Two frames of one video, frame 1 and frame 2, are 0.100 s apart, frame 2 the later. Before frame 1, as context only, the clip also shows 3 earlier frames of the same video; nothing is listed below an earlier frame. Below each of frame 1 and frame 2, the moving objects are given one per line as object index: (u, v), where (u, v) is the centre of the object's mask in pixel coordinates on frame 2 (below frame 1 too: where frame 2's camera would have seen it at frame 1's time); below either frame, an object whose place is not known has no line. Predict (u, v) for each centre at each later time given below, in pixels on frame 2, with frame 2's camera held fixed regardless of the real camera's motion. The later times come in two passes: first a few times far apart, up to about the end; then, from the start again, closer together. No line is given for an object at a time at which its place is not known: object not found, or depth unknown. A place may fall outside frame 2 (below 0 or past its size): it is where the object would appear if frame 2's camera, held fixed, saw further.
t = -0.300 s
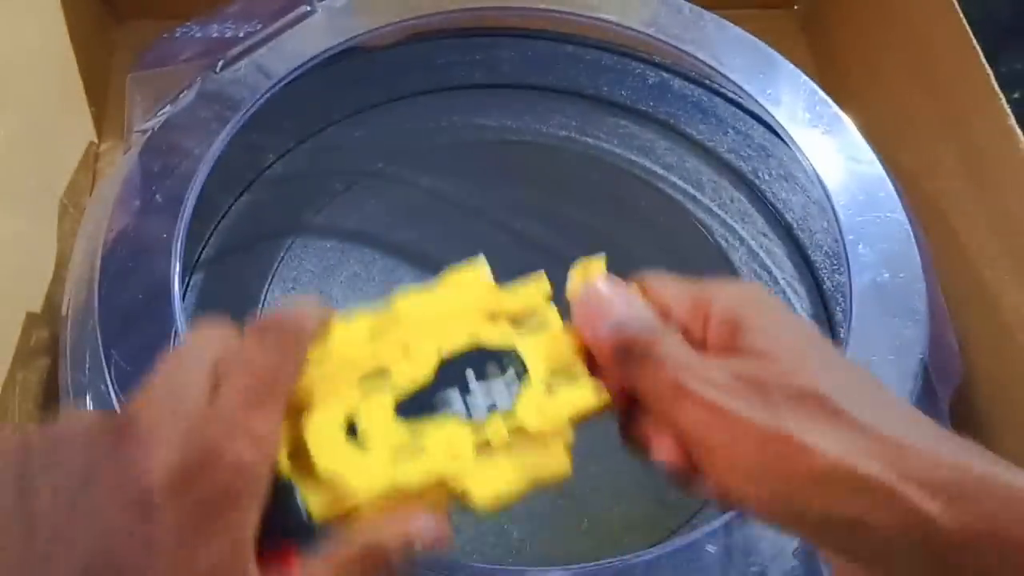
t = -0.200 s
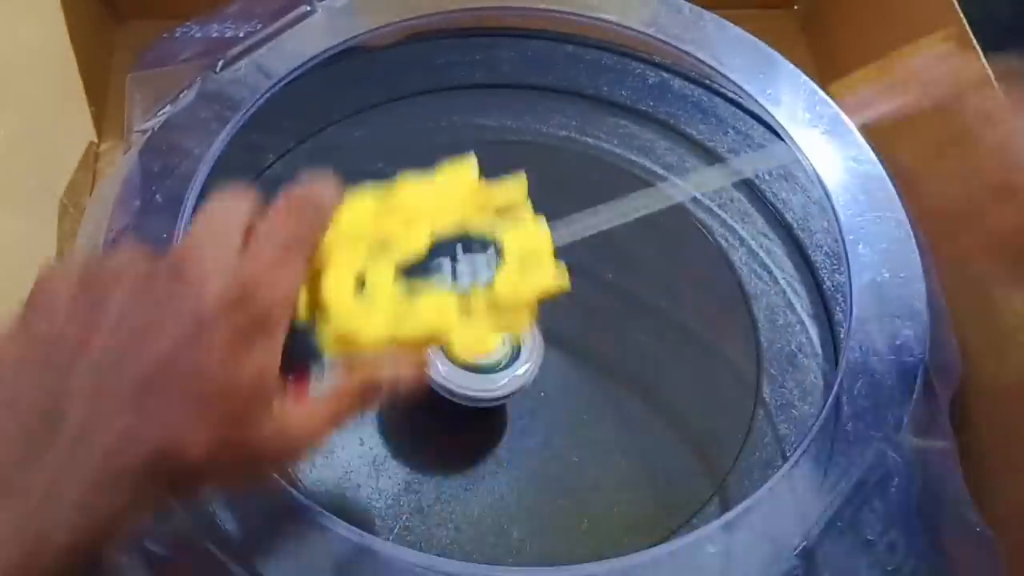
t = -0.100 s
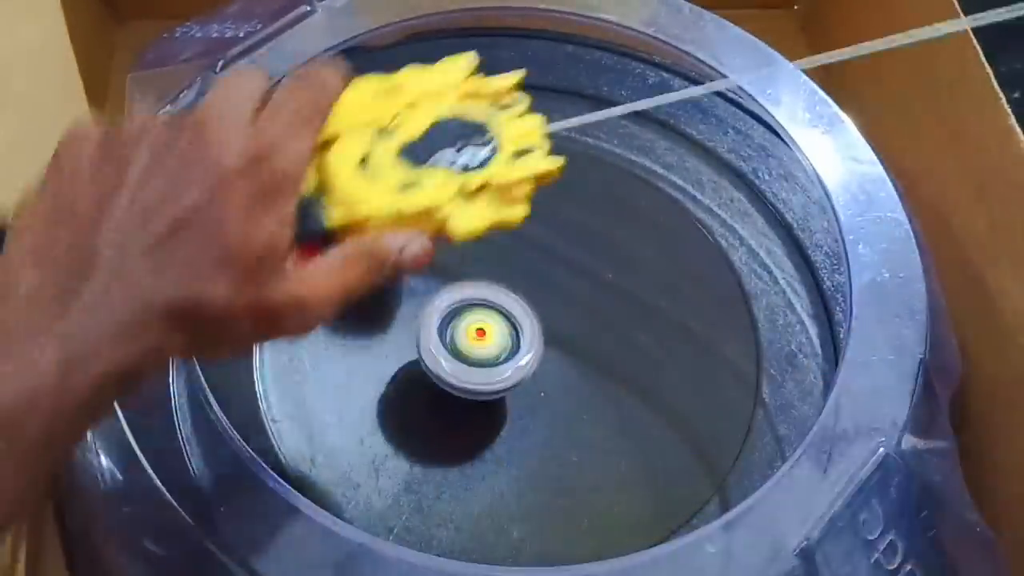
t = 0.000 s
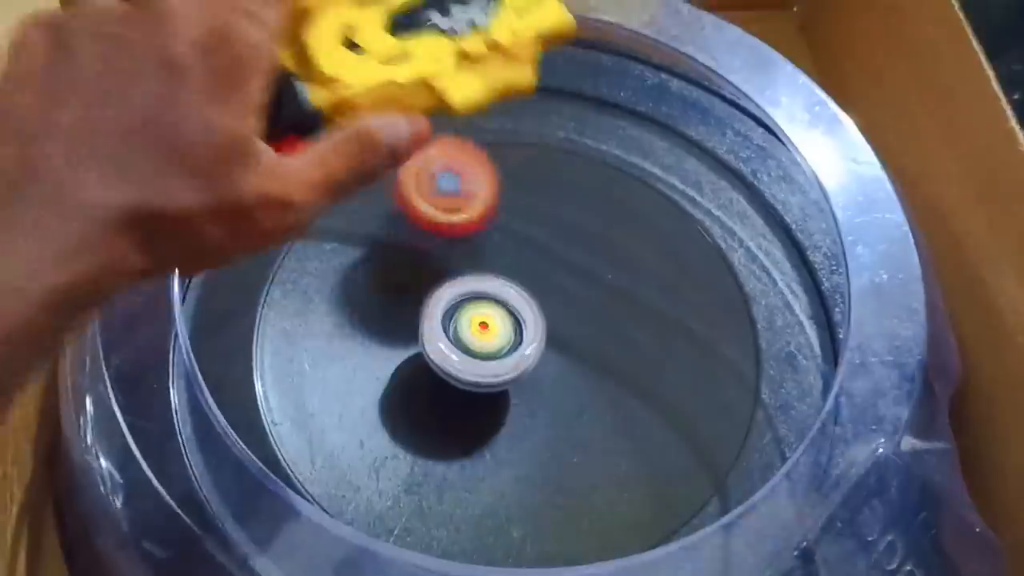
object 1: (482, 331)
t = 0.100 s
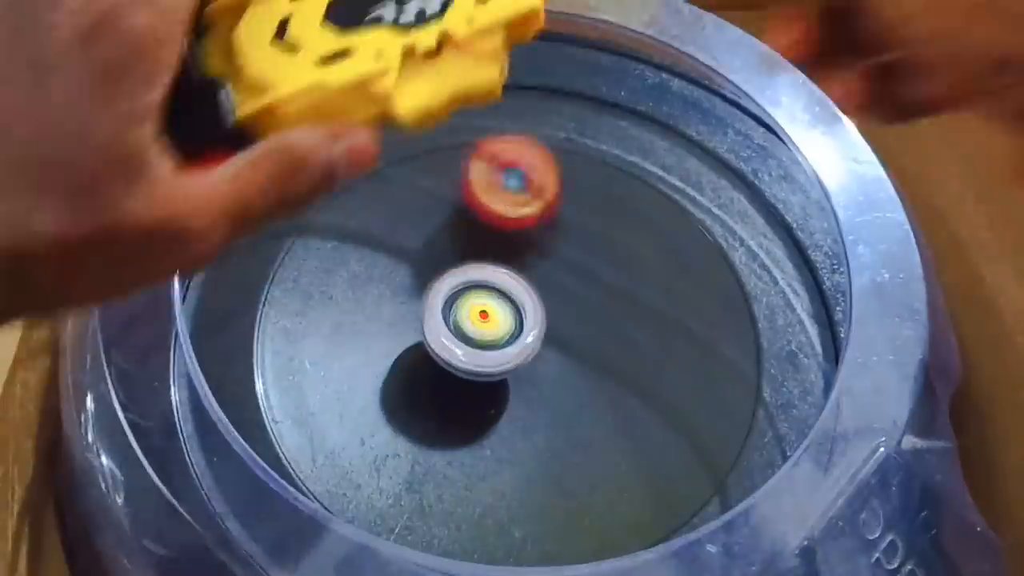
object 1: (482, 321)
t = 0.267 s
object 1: (479, 307)
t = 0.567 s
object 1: (484, 299)
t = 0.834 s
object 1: (461, 342)
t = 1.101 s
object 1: (542, 339)
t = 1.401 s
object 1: (539, 276)
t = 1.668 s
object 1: (488, 293)
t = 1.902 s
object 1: (505, 349)
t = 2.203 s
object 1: (566, 345)
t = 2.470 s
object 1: (540, 306)
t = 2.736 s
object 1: (482, 325)
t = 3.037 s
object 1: (500, 365)
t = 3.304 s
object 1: (533, 337)
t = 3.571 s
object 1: (505, 296)
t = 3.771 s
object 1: (478, 299)
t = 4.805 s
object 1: (514, 302)
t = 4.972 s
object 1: (501, 324)
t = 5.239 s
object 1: (522, 355)
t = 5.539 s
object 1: (538, 337)
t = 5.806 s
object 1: (509, 317)
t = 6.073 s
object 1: (481, 330)
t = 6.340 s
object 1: (503, 341)
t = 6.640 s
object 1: (522, 311)
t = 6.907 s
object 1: (508, 299)
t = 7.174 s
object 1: (501, 315)
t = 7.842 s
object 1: (540, 322)
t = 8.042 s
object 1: (519, 318)
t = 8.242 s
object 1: (497, 327)
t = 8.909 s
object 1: (516, 318)
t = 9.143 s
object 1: (498, 306)
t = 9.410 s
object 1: (496, 323)
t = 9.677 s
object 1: (523, 329)
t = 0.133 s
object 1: (481, 317)
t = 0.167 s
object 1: (481, 315)
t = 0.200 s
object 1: (480, 312)
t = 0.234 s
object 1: (480, 309)
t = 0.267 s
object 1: (479, 307)
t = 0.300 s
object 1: (478, 304)
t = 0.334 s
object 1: (478, 302)
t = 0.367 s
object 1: (478, 301)
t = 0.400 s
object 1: (478, 299)
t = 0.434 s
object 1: (478, 298)
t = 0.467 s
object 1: (479, 298)
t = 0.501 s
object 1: (480, 298)
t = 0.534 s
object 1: (482, 298)
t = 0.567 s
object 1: (484, 299)
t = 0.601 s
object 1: (486, 299)
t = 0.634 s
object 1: (468, 302)
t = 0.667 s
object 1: (453, 308)
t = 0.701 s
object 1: (446, 314)
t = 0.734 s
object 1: (446, 321)
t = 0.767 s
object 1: (449, 328)
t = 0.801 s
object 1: (454, 336)
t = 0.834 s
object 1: (461, 342)
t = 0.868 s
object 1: (471, 348)
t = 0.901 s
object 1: (480, 352)
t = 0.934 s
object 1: (492, 355)
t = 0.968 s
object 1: (504, 355)
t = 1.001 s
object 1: (514, 354)
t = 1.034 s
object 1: (525, 351)
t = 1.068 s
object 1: (534, 345)
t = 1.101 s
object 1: (542, 339)
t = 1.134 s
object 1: (549, 331)
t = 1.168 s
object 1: (554, 326)
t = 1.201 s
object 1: (557, 317)
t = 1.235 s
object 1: (558, 308)
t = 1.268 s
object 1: (557, 300)
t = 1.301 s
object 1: (555, 293)
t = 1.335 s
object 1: (551, 286)
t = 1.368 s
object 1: (546, 280)
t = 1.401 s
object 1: (539, 276)
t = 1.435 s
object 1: (532, 273)
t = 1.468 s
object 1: (525, 272)
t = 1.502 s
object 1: (517, 272)
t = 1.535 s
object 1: (510, 274)
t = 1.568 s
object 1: (503, 277)
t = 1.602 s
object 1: (496, 281)
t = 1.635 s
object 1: (492, 287)
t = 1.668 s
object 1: (488, 293)
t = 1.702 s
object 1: (485, 301)
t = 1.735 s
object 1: (485, 310)
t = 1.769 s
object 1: (485, 318)
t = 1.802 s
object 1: (487, 327)
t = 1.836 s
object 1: (491, 335)
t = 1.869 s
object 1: (497, 342)
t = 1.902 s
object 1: (505, 349)
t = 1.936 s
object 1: (511, 354)
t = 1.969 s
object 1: (520, 357)
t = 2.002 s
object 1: (529, 359)
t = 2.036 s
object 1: (536, 360)
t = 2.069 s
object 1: (543, 359)
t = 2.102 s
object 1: (551, 356)
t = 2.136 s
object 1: (557, 354)
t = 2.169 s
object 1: (562, 350)
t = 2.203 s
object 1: (566, 345)
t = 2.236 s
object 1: (568, 339)
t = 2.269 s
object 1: (568, 334)
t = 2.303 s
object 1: (567, 328)
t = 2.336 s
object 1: (564, 321)
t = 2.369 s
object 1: (560, 316)
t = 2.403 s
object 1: (554, 312)
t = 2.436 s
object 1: (547, 308)
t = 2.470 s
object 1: (540, 306)
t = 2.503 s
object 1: (532, 304)
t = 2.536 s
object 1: (524, 305)
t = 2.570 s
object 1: (516, 305)
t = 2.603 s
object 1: (508, 307)
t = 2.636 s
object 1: (499, 310)
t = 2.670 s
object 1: (493, 314)
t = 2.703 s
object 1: (487, 319)
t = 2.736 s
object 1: (482, 325)
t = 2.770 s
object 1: (479, 332)
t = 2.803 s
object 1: (477, 337)
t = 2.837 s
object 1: (476, 343)
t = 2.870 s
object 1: (477, 348)
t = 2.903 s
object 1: (480, 353)
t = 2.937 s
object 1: (483, 358)
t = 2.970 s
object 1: (488, 361)
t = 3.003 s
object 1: (494, 364)
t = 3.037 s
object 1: (500, 365)
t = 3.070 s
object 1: (506, 366)
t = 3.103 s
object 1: (512, 365)
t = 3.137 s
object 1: (519, 363)
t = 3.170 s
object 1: (523, 359)
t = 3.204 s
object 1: (527, 355)
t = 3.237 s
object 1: (530, 349)
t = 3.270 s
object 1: (532, 343)
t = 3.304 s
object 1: (533, 337)
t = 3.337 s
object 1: (533, 330)
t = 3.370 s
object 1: (532, 323)
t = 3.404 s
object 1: (530, 317)
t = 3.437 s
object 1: (526, 312)
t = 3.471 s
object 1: (521, 307)
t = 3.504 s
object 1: (516, 302)
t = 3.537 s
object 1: (511, 298)
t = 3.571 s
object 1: (505, 296)
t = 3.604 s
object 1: (499, 294)
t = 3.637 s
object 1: (494, 293)
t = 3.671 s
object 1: (489, 294)
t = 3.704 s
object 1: (485, 295)
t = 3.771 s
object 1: (478, 299)
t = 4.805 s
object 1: (514, 302)
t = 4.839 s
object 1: (511, 305)
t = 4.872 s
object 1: (508, 309)
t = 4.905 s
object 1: (505, 314)
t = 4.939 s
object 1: (502, 318)
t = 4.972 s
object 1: (501, 324)
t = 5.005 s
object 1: (501, 328)
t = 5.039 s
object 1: (502, 334)
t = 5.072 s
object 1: (503, 340)
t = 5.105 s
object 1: (506, 344)
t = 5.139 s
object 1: (509, 348)
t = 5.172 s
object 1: (514, 351)
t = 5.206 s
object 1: (518, 353)
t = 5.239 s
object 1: (522, 355)
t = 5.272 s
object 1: (526, 355)
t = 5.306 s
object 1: (529, 355)
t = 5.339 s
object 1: (532, 353)
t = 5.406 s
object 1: (538, 349)
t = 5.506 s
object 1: (539, 340)
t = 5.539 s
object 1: (538, 337)
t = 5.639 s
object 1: (531, 328)
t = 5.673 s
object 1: (528, 325)
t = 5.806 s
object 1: (509, 317)
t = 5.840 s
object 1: (504, 317)
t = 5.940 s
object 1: (490, 320)
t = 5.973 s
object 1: (486, 322)
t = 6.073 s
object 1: (481, 330)
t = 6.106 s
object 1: (481, 333)
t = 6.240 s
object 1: (489, 341)
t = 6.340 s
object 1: (503, 341)
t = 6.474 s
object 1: (517, 331)
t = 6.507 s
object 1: (519, 327)
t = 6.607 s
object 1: (522, 314)
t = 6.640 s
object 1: (522, 311)
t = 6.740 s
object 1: (517, 302)
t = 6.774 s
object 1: (516, 301)
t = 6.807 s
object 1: (514, 299)
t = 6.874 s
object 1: (510, 298)
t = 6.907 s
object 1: (508, 299)
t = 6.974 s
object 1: (504, 301)
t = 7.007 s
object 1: (502, 303)
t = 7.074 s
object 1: (501, 305)
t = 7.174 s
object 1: (501, 315)
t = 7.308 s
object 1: (510, 329)
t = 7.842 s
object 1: (540, 322)
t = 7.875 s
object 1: (538, 321)
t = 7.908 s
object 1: (535, 320)
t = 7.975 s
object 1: (528, 318)
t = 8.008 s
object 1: (524, 318)
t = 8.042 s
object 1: (519, 318)
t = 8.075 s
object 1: (515, 318)
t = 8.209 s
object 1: (501, 324)
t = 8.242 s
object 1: (497, 327)
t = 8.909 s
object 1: (516, 318)
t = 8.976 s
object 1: (512, 312)
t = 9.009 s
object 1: (509, 309)
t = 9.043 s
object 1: (506, 307)
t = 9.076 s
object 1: (503, 306)
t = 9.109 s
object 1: (500, 306)
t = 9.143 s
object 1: (498, 306)
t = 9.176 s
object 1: (496, 306)
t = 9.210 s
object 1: (494, 307)
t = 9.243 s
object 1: (493, 309)
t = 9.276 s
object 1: (492, 312)
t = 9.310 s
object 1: (492, 315)
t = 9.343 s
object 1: (492, 318)
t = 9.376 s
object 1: (494, 320)
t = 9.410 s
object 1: (496, 323)
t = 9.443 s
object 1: (499, 325)
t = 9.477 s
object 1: (502, 327)
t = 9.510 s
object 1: (505, 329)
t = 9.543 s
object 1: (509, 330)
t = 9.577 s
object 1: (513, 330)
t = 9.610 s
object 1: (516, 330)
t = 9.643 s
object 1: (519, 330)
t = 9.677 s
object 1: (523, 329)
